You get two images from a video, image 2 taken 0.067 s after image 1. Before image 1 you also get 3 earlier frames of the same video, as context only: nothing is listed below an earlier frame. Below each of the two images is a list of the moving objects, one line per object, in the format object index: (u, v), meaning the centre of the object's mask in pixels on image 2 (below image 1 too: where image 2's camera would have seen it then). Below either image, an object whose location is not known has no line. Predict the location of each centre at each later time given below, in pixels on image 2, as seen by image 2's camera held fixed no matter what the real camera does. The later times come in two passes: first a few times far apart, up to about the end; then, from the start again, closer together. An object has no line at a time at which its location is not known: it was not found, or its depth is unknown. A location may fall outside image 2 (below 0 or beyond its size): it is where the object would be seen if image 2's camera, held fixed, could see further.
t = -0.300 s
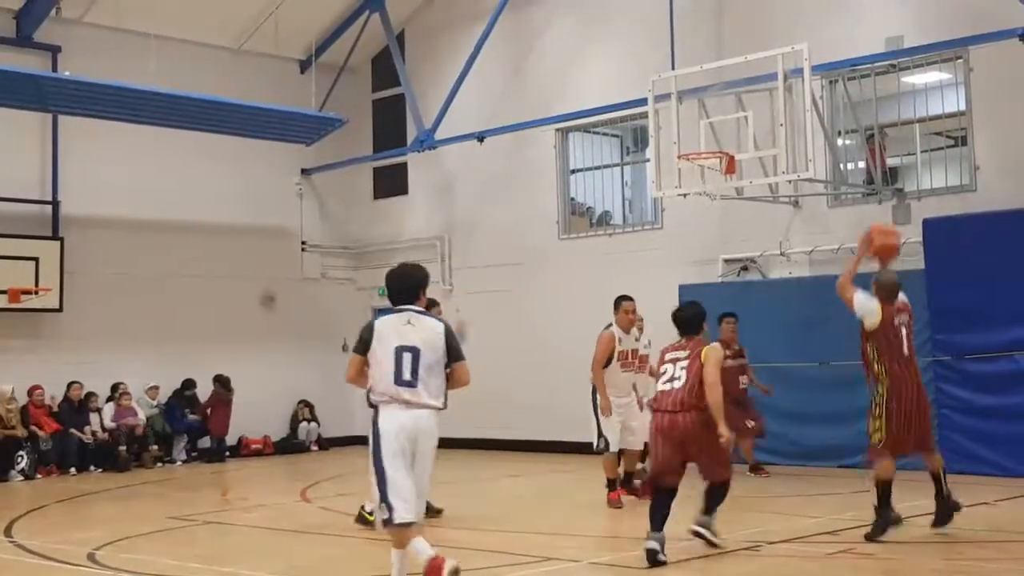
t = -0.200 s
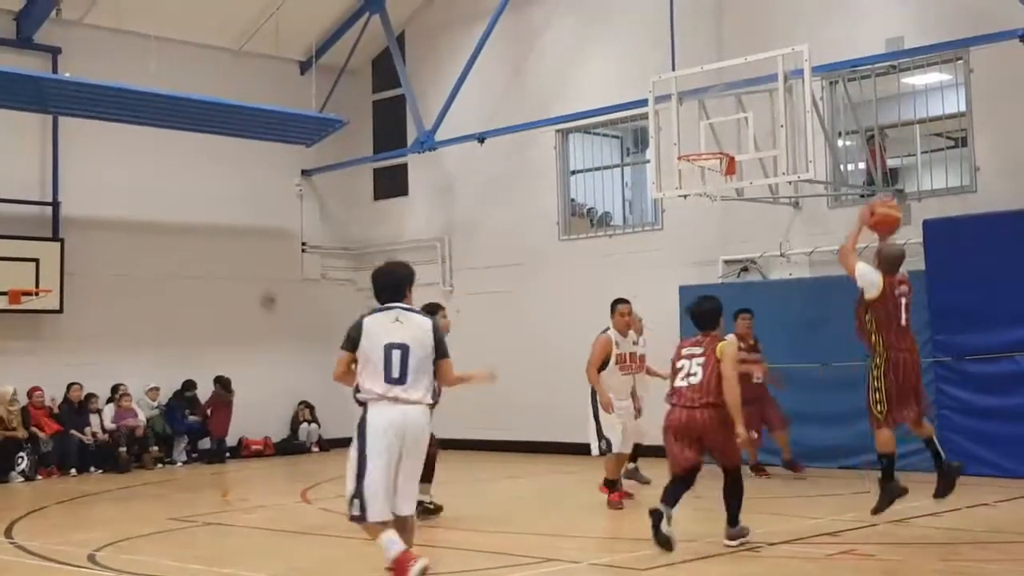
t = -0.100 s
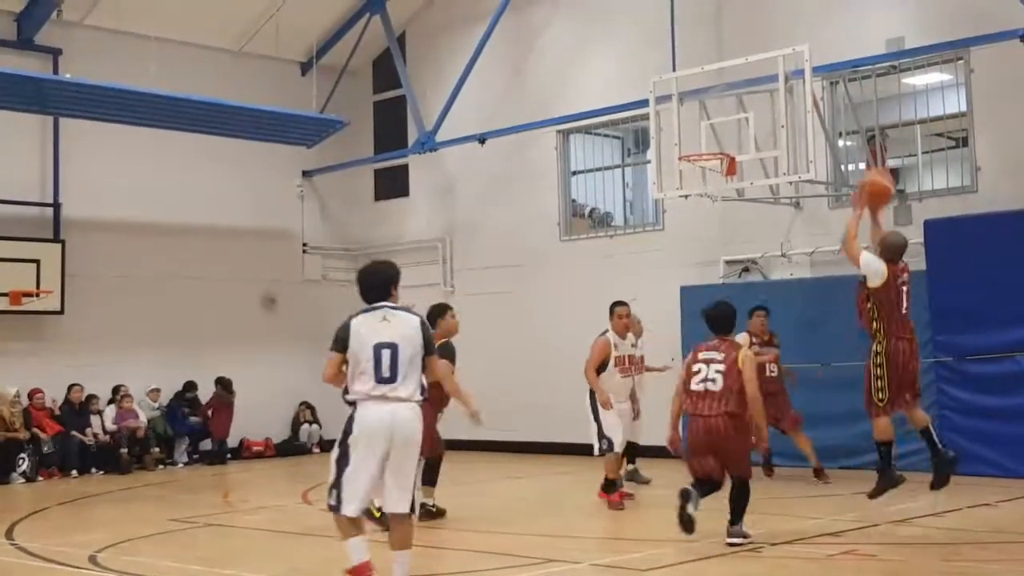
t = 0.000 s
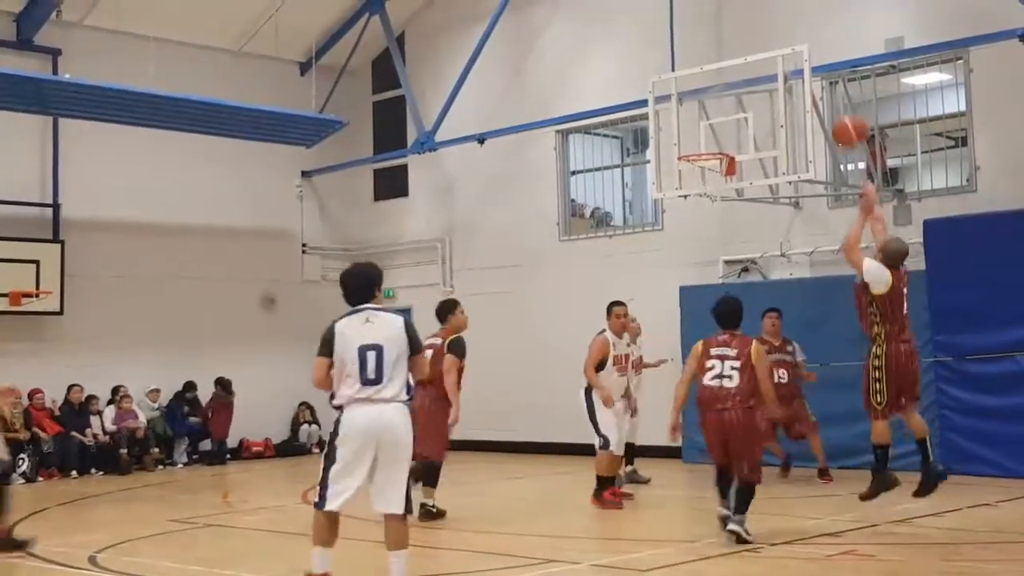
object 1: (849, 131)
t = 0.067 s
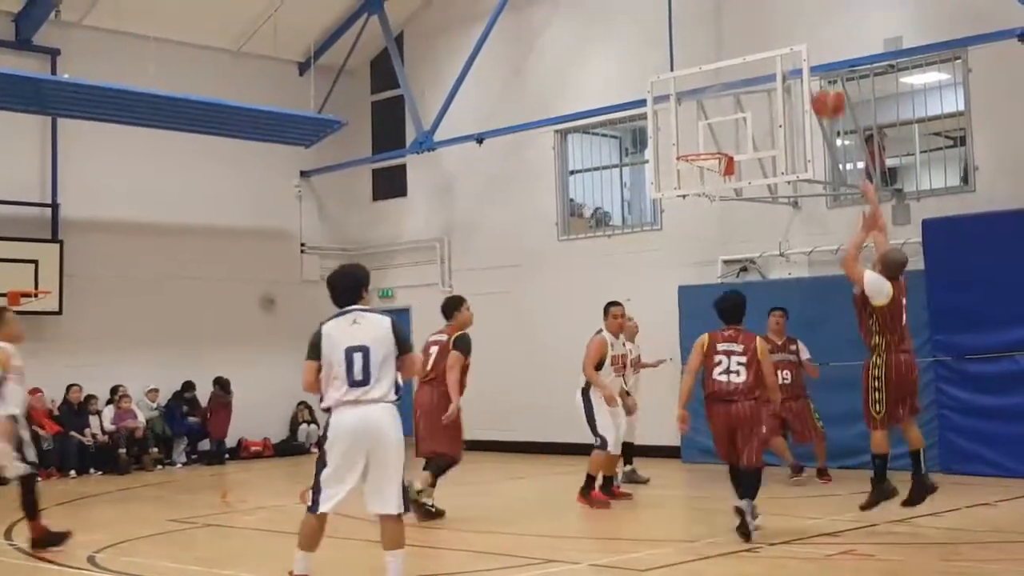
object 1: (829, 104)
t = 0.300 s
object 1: (772, 55)
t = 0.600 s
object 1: (717, 94)
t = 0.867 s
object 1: (699, 108)
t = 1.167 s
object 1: (720, 55)
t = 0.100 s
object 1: (819, 91)
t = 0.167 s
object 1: (802, 72)
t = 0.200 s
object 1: (795, 65)
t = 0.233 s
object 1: (787, 61)
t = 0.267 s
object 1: (779, 57)
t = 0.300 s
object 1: (772, 55)
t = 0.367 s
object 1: (758, 56)
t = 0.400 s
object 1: (752, 59)
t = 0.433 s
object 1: (746, 61)
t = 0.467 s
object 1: (740, 65)
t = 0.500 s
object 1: (733, 71)
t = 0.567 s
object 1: (723, 86)
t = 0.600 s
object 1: (717, 94)
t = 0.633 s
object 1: (711, 106)
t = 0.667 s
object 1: (706, 115)
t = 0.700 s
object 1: (702, 123)
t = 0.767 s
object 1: (694, 145)
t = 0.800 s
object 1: (696, 133)
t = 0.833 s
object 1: (698, 119)
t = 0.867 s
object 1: (699, 108)
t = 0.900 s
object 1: (701, 99)
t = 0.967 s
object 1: (704, 80)
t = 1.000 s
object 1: (708, 74)
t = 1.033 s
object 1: (710, 67)
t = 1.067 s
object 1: (712, 64)
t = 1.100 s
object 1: (714, 59)
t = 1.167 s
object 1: (720, 55)
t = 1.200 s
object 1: (722, 54)
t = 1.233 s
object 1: (724, 54)
